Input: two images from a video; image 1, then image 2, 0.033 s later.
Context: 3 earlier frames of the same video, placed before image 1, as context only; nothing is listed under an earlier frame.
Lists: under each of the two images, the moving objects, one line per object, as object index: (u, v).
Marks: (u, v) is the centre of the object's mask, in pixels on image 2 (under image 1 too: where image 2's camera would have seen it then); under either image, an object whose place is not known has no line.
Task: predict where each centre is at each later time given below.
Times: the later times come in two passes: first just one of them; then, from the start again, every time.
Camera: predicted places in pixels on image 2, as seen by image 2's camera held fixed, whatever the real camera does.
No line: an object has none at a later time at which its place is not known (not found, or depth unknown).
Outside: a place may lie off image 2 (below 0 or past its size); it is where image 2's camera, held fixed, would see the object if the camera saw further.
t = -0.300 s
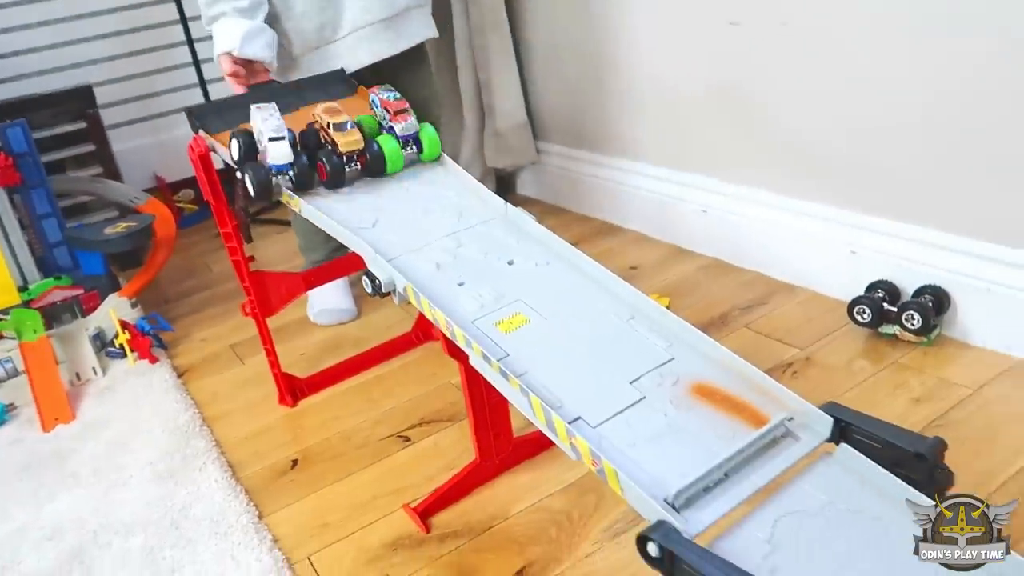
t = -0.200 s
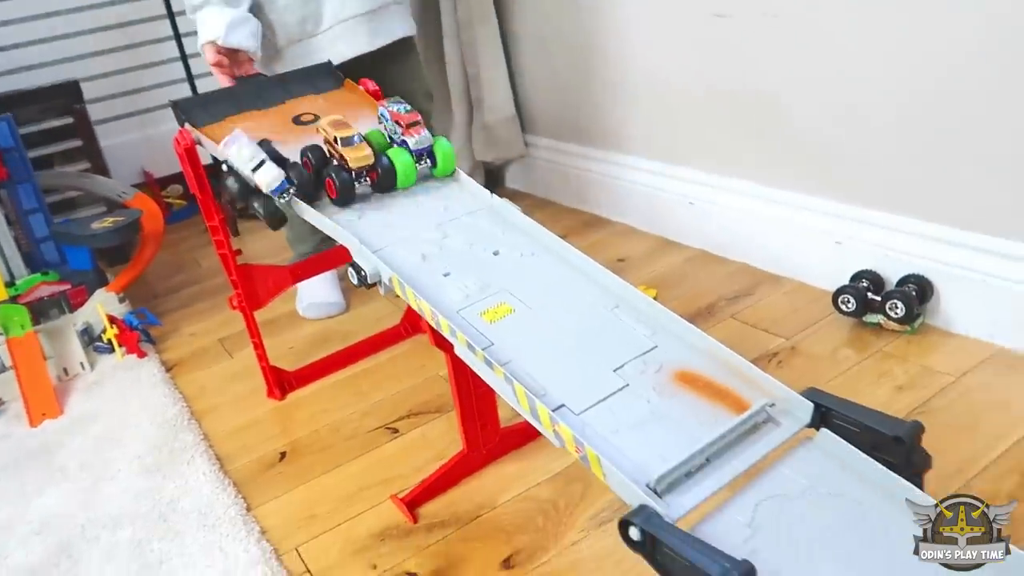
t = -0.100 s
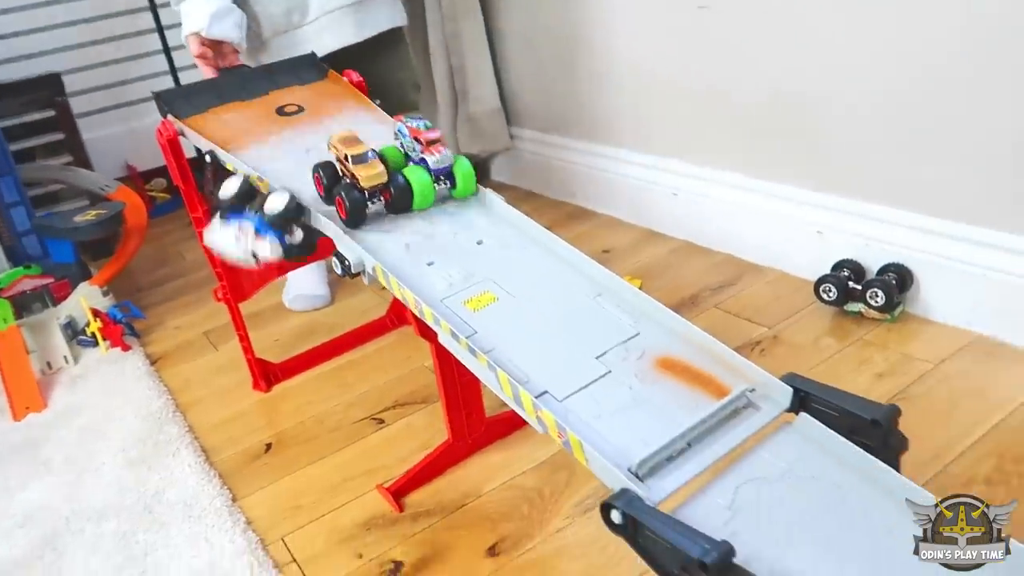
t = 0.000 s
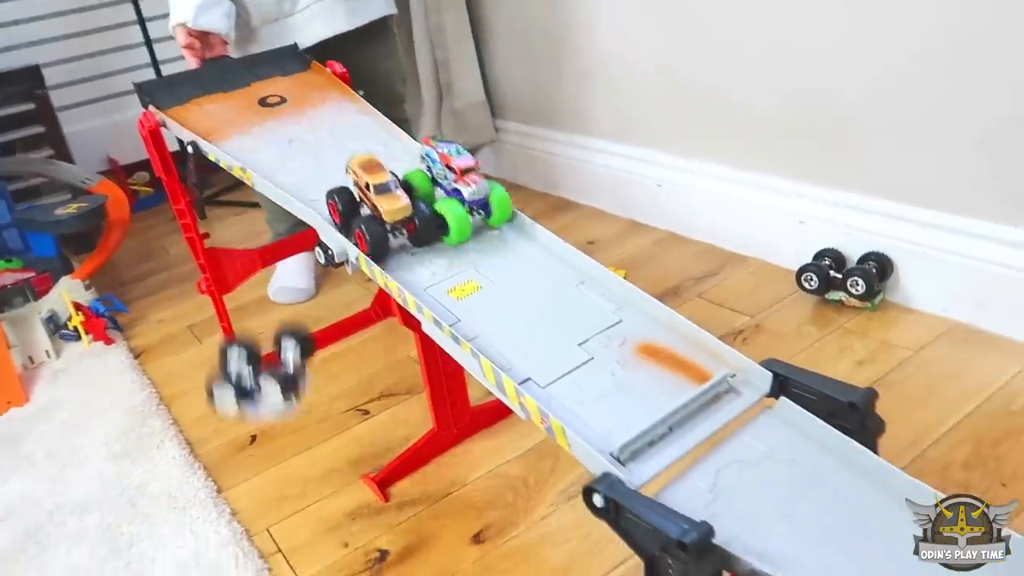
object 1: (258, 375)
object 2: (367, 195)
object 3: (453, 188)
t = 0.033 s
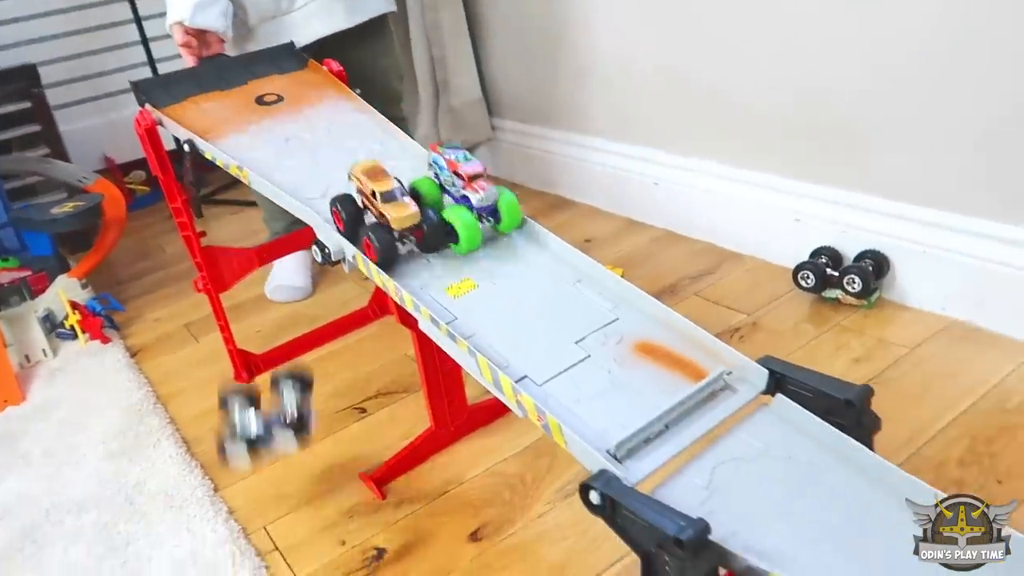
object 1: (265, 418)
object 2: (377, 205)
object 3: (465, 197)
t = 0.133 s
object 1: (288, 517)
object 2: (438, 255)
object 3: (538, 251)
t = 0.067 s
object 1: (285, 496)
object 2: (399, 224)
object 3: (492, 218)
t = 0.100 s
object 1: (288, 512)
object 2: (426, 246)
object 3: (522, 238)
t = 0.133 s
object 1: (288, 517)
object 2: (438, 255)
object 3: (538, 251)
